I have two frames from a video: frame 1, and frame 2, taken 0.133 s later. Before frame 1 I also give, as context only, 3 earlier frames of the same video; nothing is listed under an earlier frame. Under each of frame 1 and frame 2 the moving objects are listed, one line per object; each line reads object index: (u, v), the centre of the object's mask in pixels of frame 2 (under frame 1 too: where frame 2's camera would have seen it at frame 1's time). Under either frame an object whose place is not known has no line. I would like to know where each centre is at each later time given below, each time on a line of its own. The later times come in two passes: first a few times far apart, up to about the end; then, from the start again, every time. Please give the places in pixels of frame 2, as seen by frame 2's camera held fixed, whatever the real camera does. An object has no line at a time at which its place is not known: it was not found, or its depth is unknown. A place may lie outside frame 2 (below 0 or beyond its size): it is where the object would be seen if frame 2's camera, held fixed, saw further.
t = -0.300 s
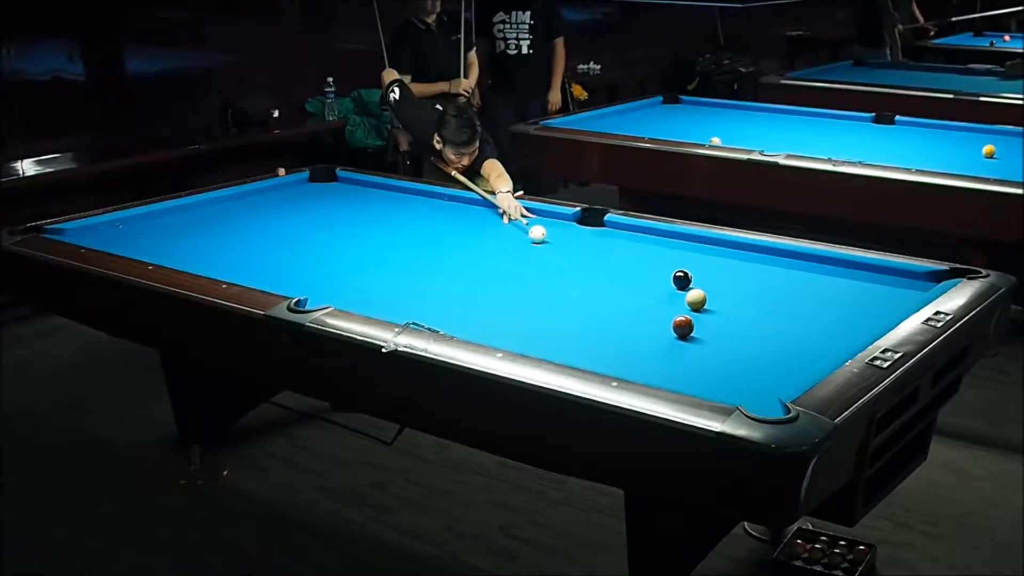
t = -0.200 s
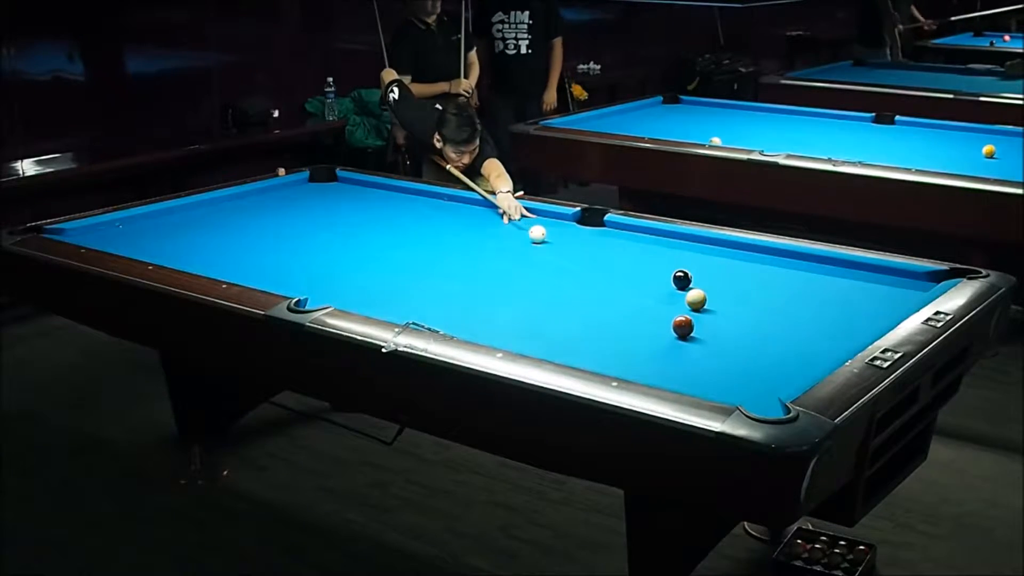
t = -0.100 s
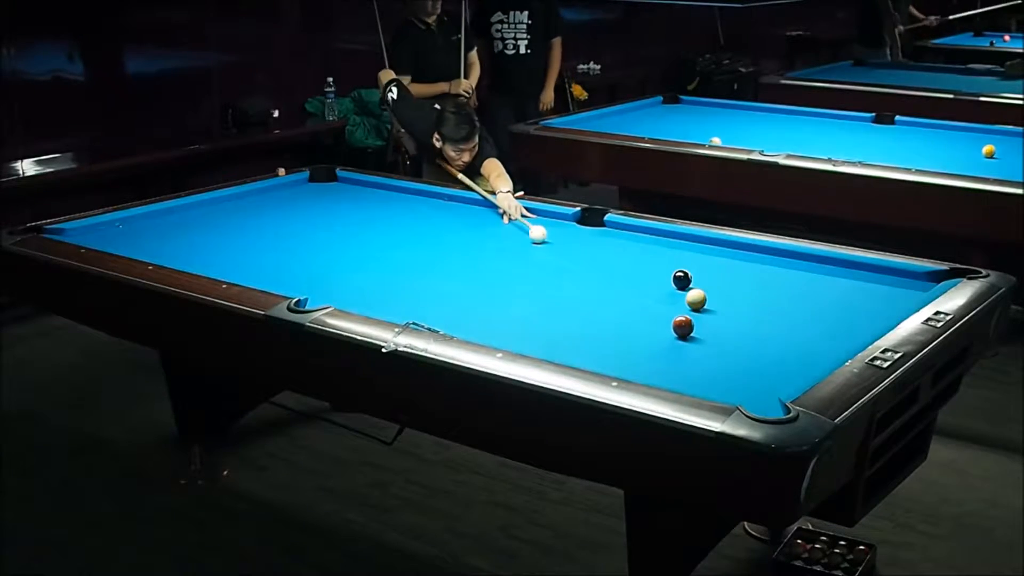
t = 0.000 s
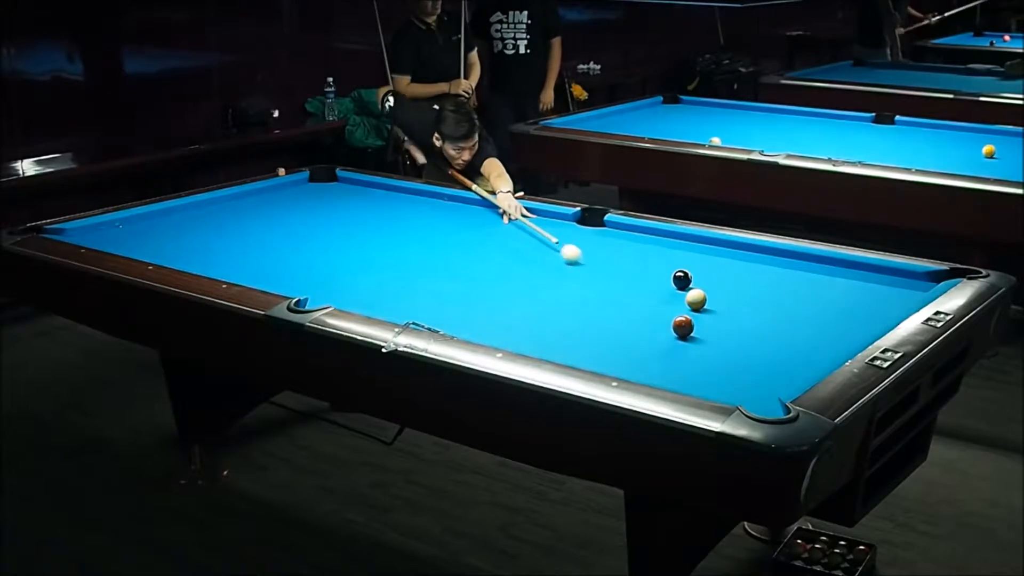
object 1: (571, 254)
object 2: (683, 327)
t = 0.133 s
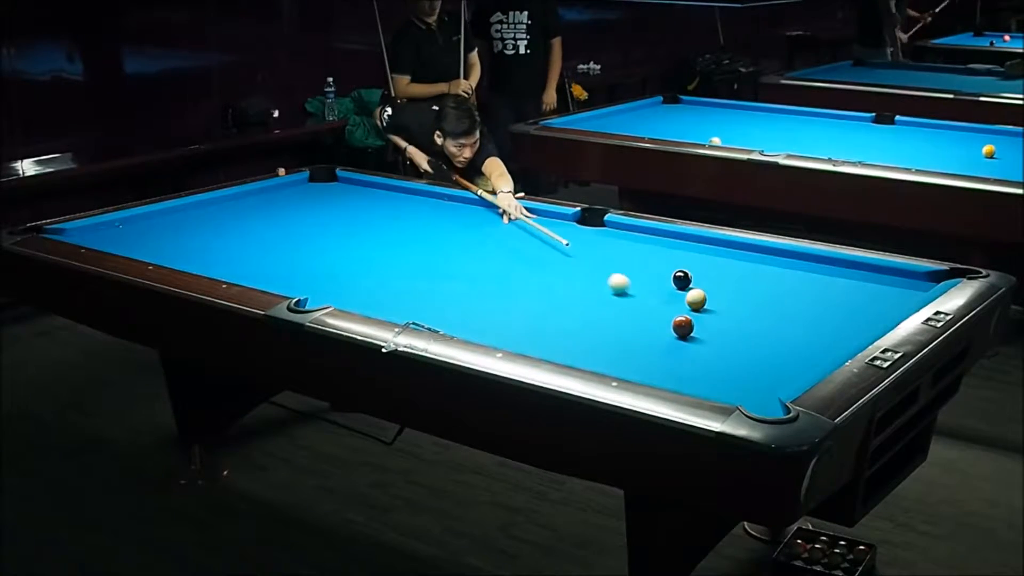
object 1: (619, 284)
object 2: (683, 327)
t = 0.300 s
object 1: (680, 318)
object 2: (691, 335)
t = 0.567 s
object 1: (739, 331)
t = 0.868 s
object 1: (817, 353)
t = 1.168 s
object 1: (780, 345)
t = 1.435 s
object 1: (738, 336)
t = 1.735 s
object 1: (696, 326)
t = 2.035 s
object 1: (658, 318)
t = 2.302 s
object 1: (628, 311)
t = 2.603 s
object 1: (597, 304)
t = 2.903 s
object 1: (570, 298)
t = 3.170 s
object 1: (549, 294)
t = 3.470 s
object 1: (528, 289)
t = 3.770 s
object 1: (509, 285)
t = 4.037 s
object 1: (495, 282)
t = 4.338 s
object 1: (482, 279)
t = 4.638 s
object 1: (471, 277)
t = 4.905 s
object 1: (463, 275)
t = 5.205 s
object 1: (457, 273)
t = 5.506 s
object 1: (453, 272)
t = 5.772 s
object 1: (450, 271)
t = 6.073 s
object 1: (448, 271)
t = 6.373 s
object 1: (448, 271)
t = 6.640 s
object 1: (448, 271)
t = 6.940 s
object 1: (448, 271)
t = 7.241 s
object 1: (448, 271)
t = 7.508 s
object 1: (448, 271)
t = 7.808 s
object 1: (448, 271)
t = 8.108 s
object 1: (448, 271)
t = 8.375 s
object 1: (448, 271)
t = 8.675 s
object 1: (448, 271)
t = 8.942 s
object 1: (448, 271)
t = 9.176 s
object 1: (448, 271)
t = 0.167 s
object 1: (632, 292)
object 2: (683, 327)
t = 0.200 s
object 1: (645, 300)
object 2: (683, 327)
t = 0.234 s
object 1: (659, 308)
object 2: (683, 327)
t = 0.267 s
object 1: (671, 316)
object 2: (684, 327)
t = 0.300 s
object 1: (680, 318)
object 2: (691, 335)
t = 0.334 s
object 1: (687, 320)
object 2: (701, 345)
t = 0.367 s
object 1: (694, 320)
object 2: (712, 355)
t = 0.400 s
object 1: (700, 321)
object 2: (722, 366)
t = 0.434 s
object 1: (707, 323)
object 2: (733, 377)
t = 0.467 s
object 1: (714, 325)
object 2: (743, 387)
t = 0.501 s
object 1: (722, 326)
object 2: (754, 397)
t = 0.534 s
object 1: (731, 329)
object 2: (765, 405)
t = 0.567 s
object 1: (739, 331)
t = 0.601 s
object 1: (748, 334)
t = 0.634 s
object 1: (756, 336)
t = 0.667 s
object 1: (765, 338)
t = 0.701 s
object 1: (773, 341)
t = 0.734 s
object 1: (782, 343)
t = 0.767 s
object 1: (791, 345)
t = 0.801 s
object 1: (800, 348)
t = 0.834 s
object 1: (809, 351)
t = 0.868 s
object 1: (817, 353)
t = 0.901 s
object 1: (825, 353)
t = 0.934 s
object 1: (820, 353)
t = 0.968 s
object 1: (814, 353)
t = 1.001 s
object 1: (808, 351)
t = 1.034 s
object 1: (802, 350)
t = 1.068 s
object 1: (797, 349)
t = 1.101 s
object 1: (791, 347)
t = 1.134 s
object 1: (785, 346)
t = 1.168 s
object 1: (780, 345)
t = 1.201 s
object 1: (774, 344)
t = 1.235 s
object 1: (769, 343)
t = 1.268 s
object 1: (764, 341)
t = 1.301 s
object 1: (758, 340)
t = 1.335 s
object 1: (753, 339)
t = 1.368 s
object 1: (748, 338)
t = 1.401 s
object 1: (743, 337)
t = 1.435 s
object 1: (738, 336)
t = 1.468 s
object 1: (733, 334)
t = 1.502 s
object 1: (728, 333)
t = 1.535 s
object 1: (723, 332)
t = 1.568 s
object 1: (719, 331)
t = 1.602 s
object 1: (714, 330)
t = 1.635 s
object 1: (709, 329)
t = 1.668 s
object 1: (705, 328)
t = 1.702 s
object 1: (700, 327)
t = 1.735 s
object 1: (696, 326)
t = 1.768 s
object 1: (692, 326)
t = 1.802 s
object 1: (687, 324)
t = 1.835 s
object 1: (683, 323)
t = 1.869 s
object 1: (678, 322)
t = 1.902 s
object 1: (675, 321)
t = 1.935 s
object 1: (670, 320)
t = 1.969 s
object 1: (666, 319)
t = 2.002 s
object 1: (662, 319)
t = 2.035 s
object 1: (658, 318)
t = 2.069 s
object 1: (654, 317)
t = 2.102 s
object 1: (650, 316)
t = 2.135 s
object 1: (647, 315)
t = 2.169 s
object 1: (643, 314)
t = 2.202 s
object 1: (639, 313)
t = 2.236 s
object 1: (635, 313)
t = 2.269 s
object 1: (632, 312)
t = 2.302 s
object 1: (628, 311)
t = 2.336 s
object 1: (625, 310)
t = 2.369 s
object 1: (621, 309)
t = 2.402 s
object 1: (618, 309)
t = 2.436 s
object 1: (614, 308)
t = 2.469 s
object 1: (611, 307)
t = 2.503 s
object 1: (607, 307)
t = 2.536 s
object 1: (604, 306)
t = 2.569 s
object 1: (601, 305)
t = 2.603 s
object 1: (597, 304)
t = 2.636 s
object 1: (594, 304)
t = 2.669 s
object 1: (591, 303)
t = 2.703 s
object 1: (588, 302)
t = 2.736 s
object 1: (585, 302)
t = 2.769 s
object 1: (582, 301)
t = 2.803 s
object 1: (579, 300)
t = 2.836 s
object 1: (576, 300)
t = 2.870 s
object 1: (573, 299)
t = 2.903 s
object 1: (570, 298)
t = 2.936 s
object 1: (567, 298)
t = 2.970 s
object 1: (565, 297)
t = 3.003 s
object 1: (562, 297)
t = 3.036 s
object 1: (559, 296)
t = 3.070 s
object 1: (557, 295)
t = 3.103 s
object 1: (554, 295)
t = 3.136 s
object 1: (552, 294)
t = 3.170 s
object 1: (549, 294)
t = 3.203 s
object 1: (547, 293)
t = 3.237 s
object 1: (544, 293)
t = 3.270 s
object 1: (542, 292)
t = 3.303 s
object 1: (539, 292)
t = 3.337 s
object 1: (537, 291)
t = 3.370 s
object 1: (535, 291)
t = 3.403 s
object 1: (532, 290)
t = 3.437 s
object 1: (530, 290)
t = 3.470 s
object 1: (528, 289)
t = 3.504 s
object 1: (526, 289)
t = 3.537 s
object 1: (524, 288)
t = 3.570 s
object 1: (522, 288)
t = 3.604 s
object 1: (519, 287)
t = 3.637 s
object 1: (517, 287)
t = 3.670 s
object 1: (515, 287)
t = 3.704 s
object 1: (513, 286)
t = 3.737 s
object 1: (511, 286)
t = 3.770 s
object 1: (509, 285)
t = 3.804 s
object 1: (508, 285)
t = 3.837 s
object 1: (506, 285)
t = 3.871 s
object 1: (504, 284)
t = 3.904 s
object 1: (502, 284)
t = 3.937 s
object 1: (501, 284)
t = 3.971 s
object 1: (499, 283)
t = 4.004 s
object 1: (497, 282)
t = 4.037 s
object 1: (495, 282)
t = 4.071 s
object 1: (493, 282)
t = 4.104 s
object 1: (492, 281)
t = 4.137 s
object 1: (490, 281)
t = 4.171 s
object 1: (489, 281)
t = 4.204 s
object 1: (487, 281)
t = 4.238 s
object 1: (486, 280)
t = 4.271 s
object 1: (484, 280)
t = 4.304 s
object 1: (483, 280)
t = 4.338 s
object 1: (482, 279)
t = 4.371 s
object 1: (480, 279)
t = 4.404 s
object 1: (479, 279)
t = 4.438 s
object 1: (478, 279)
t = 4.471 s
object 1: (477, 278)
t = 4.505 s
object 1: (475, 278)
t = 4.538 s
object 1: (474, 277)
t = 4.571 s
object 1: (473, 277)
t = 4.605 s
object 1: (472, 277)
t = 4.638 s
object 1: (471, 277)
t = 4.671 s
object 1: (470, 276)
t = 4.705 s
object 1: (469, 276)
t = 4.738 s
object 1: (468, 276)
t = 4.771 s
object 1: (467, 276)
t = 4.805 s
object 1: (466, 275)
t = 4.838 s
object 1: (465, 275)
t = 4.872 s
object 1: (464, 275)
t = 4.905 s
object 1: (463, 275)
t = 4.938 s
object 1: (463, 274)
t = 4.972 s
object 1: (462, 274)
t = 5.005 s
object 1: (461, 274)
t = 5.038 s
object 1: (461, 274)
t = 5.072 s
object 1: (460, 274)
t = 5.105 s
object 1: (459, 273)
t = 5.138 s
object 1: (459, 273)
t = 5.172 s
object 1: (458, 273)
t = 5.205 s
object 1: (457, 273)
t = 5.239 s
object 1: (457, 273)
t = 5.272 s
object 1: (456, 273)
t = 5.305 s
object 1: (456, 272)
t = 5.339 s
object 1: (455, 272)
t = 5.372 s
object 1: (455, 272)
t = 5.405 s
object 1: (454, 272)
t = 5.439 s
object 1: (454, 272)
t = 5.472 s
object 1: (453, 272)
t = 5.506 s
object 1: (453, 272)
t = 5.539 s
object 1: (453, 271)
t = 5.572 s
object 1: (452, 271)
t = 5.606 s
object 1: (452, 271)
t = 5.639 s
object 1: (451, 271)
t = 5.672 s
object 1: (451, 271)
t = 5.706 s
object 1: (451, 271)
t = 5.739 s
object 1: (451, 271)
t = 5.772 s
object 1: (450, 271)
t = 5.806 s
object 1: (450, 271)
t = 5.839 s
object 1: (450, 271)
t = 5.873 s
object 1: (450, 271)
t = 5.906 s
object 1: (449, 271)
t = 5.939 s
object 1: (449, 271)
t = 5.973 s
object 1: (449, 271)
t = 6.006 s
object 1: (449, 271)
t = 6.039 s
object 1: (449, 271)
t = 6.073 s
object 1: (448, 271)
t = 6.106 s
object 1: (448, 271)
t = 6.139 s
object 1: (448, 271)
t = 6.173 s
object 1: (448, 271)
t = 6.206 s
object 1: (448, 271)
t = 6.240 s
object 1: (448, 271)
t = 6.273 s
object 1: (448, 271)
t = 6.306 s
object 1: (448, 271)
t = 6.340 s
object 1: (448, 271)
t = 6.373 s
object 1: (448, 271)
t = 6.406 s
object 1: (448, 271)
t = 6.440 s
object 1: (448, 271)
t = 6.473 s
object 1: (448, 271)
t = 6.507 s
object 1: (448, 271)
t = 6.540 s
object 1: (448, 271)
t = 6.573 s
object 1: (448, 271)
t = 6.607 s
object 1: (448, 271)
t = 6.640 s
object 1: (448, 271)
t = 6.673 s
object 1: (448, 271)
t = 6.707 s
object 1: (448, 271)
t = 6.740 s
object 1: (448, 271)
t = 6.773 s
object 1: (448, 271)
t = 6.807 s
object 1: (448, 271)
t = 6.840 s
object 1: (448, 271)
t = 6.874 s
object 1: (448, 271)
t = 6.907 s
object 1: (448, 271)
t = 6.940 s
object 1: (448, 271)
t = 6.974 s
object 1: (448, 271)
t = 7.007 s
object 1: (448, 271)
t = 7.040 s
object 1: (448, 271)
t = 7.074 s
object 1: (448, 271)
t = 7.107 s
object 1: (448, 271)
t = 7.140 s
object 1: (448, 271)
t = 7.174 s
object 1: (448, 271)
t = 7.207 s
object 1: (448, 271)
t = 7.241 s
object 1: (448, 271)
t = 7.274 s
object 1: (448, 271)
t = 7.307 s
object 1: (448, 271)
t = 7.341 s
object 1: (448, 271)
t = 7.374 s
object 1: (448, 271)
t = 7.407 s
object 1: (448, 271)
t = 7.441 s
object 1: (448, 271)
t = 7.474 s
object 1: (448, 271)
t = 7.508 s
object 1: (448, 271)
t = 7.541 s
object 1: (448, 271)
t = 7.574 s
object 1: (448, 271)
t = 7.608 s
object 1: (448, 271)
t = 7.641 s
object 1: (448, 271)
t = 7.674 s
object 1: (448, 271)
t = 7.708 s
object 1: (448, 271)
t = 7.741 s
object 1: (448, 271)
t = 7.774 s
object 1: (448, 271)
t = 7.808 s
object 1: (448, 271)
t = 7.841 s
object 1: (448, 271)
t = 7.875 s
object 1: (448, 271)
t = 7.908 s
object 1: (448, 271)
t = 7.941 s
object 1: (448, 271)
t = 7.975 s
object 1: (448, 271)
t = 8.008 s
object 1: (448, 271)
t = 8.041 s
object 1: (448, 271)
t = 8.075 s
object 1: (448, 271)
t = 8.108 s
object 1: (448, 271)
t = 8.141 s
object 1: (448, 271)
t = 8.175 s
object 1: (448, 271)
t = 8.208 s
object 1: (448, 271)
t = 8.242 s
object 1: (448, 271)
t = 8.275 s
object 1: (448, 271)
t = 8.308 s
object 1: (448, 271)
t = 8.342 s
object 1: (448, 271)
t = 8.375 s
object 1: (448, 271)
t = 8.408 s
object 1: (448, 271)
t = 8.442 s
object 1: (448, 271)
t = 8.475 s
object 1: (448, 271)
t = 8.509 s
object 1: (448, 271)
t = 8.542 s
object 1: (448, 271)
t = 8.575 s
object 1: (448, 271)
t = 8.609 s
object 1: (448, 271)
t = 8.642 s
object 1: (448, 271)
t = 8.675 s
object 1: (448, 271)
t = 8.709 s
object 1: (448, 271)
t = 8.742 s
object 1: (448, 271)
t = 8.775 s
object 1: (448, 271)
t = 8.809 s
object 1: (448, 271)
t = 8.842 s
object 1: (448, 271)
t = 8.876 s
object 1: (448, 271)
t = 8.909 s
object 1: (448, 271)
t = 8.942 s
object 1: (448, 271)
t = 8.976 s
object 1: (448, 271)
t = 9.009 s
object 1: (448, 271)
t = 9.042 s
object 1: (448, 271)
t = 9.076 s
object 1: (448, 271)
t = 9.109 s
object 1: (448, 271)
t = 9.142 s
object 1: (448, 271)
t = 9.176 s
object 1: (448, 271)
